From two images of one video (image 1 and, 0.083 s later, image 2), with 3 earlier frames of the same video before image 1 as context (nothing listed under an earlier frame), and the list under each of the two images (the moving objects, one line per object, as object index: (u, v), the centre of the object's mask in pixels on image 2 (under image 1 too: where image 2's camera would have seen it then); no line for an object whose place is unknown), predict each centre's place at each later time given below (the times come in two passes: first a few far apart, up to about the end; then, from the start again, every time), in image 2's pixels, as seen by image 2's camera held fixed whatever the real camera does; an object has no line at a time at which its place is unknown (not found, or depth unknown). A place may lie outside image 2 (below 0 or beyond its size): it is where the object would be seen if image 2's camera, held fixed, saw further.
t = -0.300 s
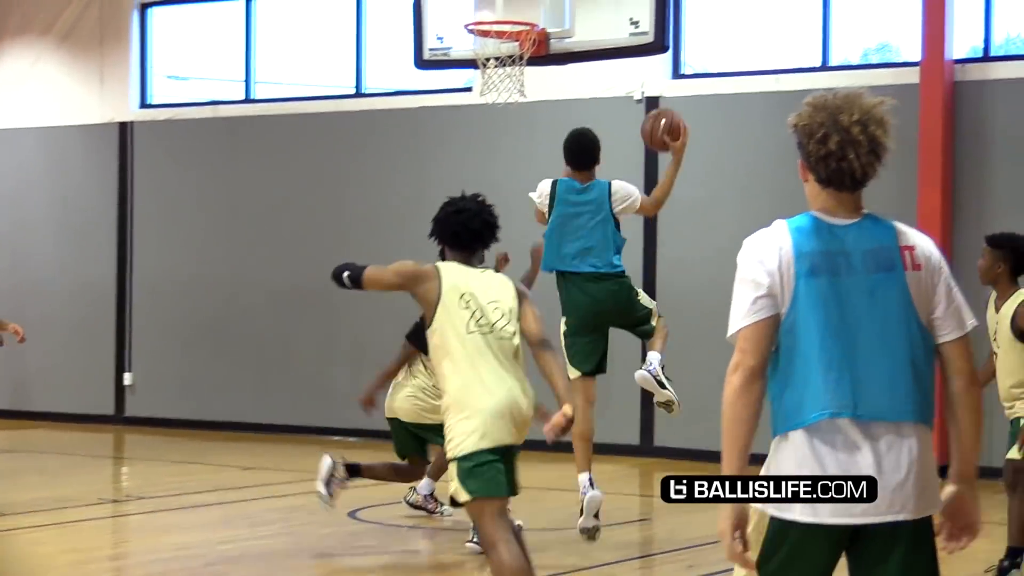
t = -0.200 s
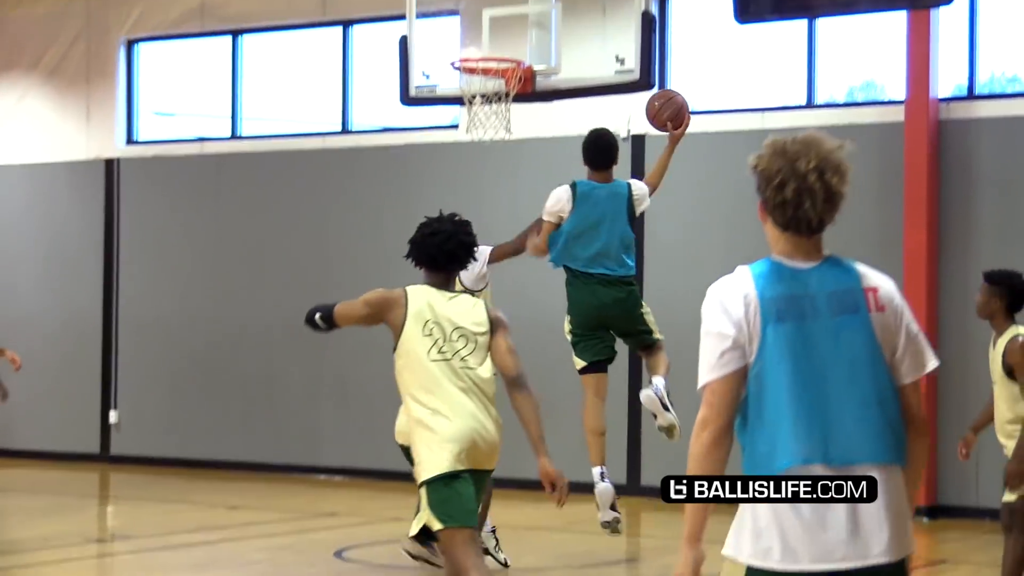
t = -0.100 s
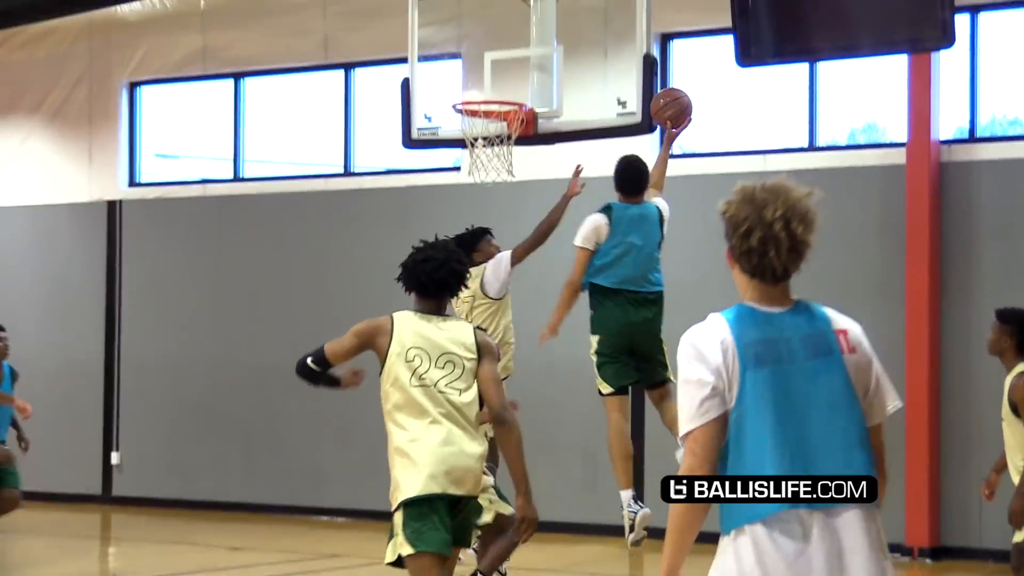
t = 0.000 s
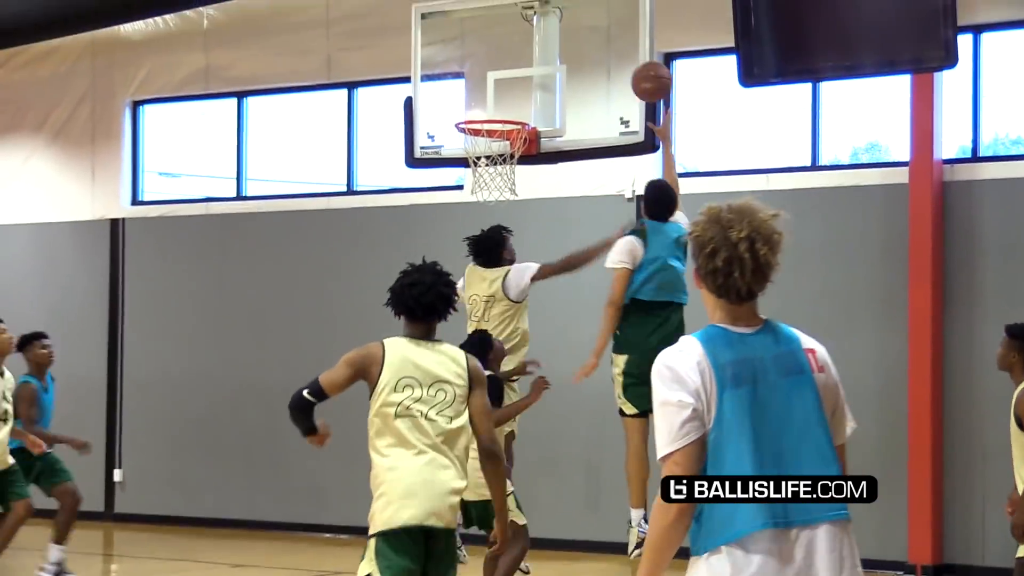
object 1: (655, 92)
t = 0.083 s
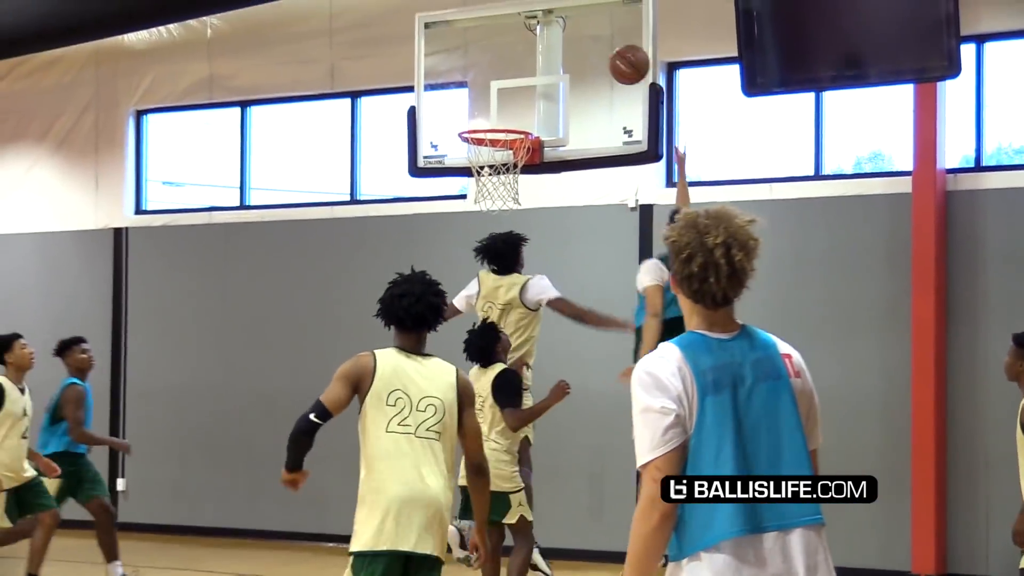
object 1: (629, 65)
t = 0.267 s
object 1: (575, 47)
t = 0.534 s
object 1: (501, 110)
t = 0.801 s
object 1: (446, 112)
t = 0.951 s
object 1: (419, 145)
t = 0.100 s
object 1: (624, 61)
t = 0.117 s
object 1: (619, 57)
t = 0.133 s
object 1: (614, 54)
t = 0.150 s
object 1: (609, 51)
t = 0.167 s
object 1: (604, 50)
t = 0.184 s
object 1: (599, 48)
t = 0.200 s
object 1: (594, 47)
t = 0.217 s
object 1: (589, 46)
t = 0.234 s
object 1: (585, 46)
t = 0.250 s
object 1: (580, 46)
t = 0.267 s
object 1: (575, 47)
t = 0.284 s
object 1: (571, 48)
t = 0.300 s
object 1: (566, 49)
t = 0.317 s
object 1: (561, 52)
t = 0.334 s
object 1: (556, 54)
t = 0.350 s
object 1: (552, 57)
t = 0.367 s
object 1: (547, 60)
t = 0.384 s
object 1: (542, 63)
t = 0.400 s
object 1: (538, 67)
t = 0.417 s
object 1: (533, 72)
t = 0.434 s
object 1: (528, 77)
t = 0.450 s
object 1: (524, 82)
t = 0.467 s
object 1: (519, 88)
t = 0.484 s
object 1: (515, 94)
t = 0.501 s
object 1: (511, 100)
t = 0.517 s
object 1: (506, 107)
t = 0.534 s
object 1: (501, 110)
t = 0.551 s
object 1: (496, 113)
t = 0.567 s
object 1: (490, 115)
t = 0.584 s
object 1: (485, 117)
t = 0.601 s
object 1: (482, 116)
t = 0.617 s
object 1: (479, 114)
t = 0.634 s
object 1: (476, 112)
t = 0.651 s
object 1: (473, 111)
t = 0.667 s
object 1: (470, 110)
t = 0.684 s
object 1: (467, 109)
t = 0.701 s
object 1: (464, 108)
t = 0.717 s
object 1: (462, 108)
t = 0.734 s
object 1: (458, 108)
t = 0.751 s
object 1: (455, 108)
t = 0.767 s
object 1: (452, 109)
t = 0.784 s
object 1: (449, 110)
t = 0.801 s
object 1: (446, 112)
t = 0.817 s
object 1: (443, 114)
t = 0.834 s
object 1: (440, 116)
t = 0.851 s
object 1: (437, 119)
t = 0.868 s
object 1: (434, 123)
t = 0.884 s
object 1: (430, 127)
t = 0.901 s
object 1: (427, 130)
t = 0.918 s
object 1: (424, 135)
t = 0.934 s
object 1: (422, 140)
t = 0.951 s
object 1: (419, 145)
